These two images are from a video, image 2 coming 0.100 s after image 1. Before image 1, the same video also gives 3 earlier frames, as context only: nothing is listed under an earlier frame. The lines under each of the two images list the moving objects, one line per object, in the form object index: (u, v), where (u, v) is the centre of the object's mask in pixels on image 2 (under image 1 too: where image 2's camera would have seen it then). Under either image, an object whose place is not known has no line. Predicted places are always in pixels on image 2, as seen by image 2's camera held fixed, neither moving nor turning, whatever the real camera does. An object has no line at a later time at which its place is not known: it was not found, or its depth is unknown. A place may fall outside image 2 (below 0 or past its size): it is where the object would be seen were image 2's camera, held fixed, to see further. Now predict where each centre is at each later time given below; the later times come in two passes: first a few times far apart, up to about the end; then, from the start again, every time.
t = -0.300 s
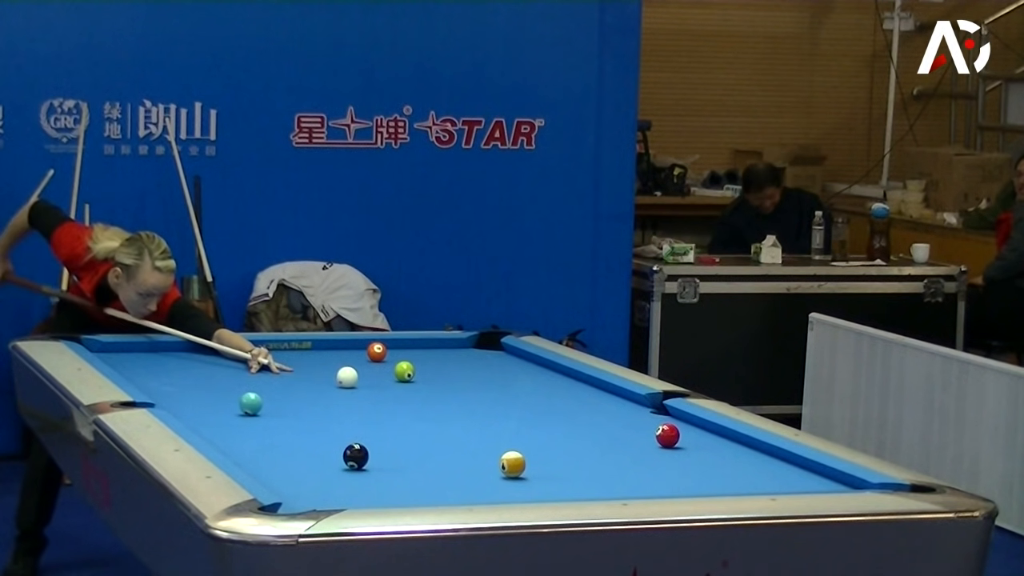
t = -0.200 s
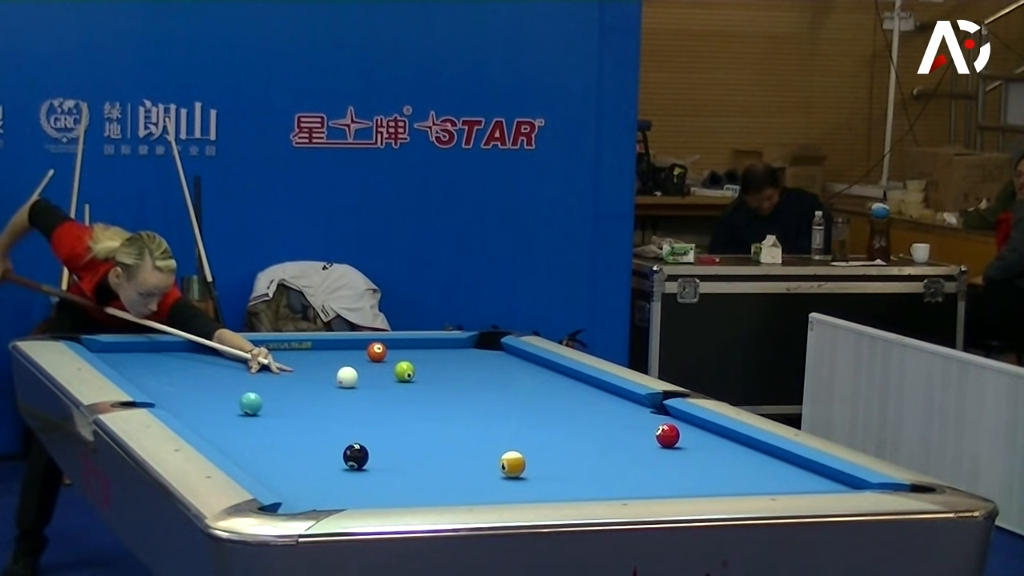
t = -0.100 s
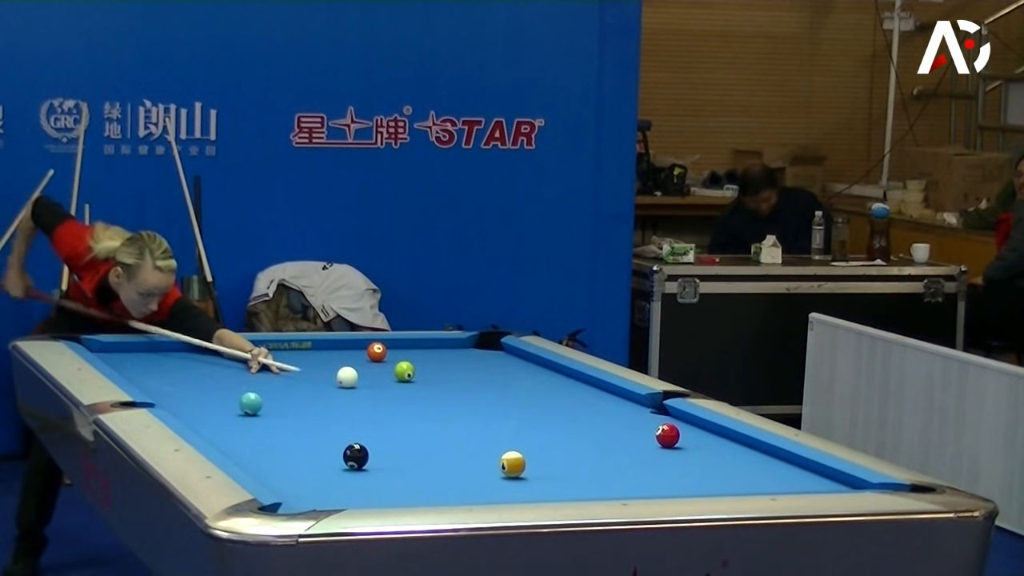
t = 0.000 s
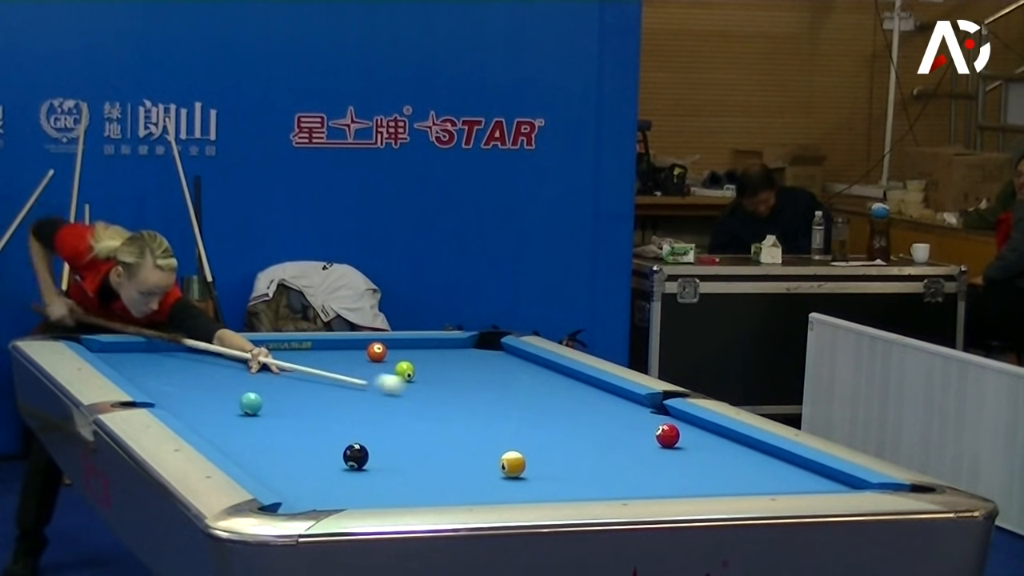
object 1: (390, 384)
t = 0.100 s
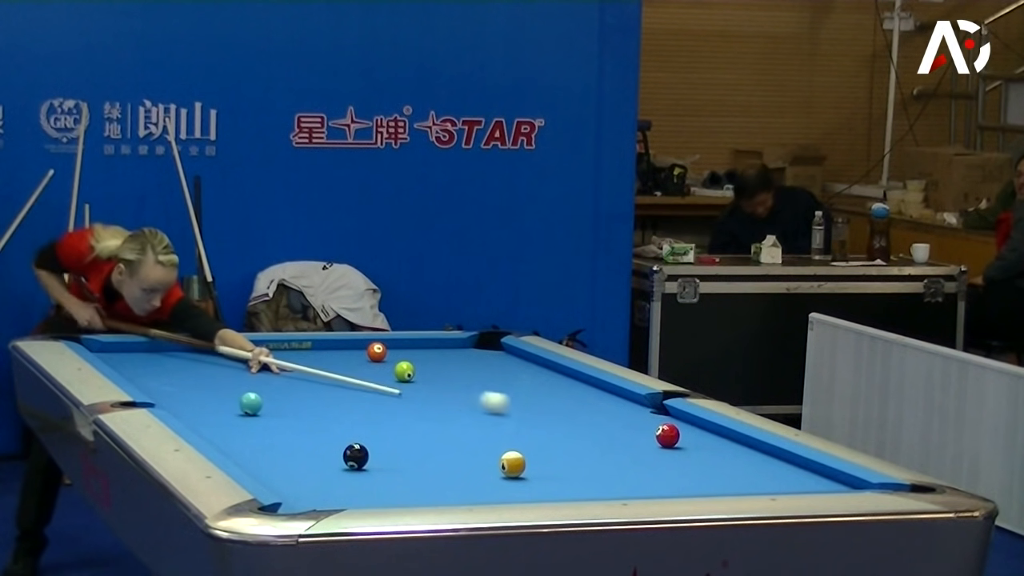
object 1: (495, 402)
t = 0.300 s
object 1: (672, 431)
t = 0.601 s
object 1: (685, 426)
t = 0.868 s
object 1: (642, 422)
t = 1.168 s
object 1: (599, 417)
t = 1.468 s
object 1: (557, 412)
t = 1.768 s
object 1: (520, 409)
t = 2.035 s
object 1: (490, 405)
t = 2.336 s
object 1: (458, 402)
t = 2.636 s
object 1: (430, 399)
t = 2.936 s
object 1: (404, 396)
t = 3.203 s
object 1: (383, 394)
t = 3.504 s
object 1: (363, 391)
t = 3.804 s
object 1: (344, 389)
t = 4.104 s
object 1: (327, 387)
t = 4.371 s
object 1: (314, 385)
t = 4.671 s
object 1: (302, 384)
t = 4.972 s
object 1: (291, 382)
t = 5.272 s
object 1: (282, 381)
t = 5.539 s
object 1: (275, 380)
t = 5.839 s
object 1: (270, 379)
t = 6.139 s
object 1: (266, 379)
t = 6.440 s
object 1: (264, 378)
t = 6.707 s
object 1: (265, 378)
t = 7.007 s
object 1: (264, 378)
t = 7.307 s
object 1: (264, 378)
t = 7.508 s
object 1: (265, 378)
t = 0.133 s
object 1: (530, 408)
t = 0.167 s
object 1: (565, 415)
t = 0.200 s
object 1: (601, 421)
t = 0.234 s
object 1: (637, 428)
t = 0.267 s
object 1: (661, 431)
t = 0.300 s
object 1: (672, 431)
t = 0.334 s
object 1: (683, 430)
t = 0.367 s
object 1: (692, 430)
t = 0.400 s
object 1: (701, 430)
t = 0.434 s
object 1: (708, 429)
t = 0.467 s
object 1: (710, 428)
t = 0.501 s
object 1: (703, 428)
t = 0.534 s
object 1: (696, 427)
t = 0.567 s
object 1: (691, 427)
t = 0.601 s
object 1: (685, 426)
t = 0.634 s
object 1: (680, 425)
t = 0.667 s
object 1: (674, 425)
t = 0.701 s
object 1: (668, 424)
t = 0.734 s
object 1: (663, 424)
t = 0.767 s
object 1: (658, 423)
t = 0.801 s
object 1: (653, 423)
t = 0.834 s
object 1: (648, 422)
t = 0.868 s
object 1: (642, 422)
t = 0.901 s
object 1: (637, 421)
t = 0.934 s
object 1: (632, 420)
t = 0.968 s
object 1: (627, 420)
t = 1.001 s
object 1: (622, 420)
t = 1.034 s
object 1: (617, 419)
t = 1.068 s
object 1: (612, 418)
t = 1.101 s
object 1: (607, 418)
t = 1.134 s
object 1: (603, 417)
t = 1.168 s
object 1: (599, 417)
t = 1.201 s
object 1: (593, 416)
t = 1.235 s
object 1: (589, 416)
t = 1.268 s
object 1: (584, 415)
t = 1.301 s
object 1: (579, 415)
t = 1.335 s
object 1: (575, 415)
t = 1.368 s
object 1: (571, 414)
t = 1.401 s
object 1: (566, 413)
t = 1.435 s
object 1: (562, 413)
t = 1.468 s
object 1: (557, 412)
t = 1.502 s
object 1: (553, 412)
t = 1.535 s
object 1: (549, 411)
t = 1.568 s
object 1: (545, 411)
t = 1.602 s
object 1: (541, 411)
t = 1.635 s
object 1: (536, 410)
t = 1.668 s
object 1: (532, 410)
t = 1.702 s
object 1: (528, 410)
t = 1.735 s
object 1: (524, 409)
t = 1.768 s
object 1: (520, 409)
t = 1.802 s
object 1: (516, 408)
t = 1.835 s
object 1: (512, 408)
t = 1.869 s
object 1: (509, 407)
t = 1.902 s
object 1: (505, 407)
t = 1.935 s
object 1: (501, 406)
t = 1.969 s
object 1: (497, 406)
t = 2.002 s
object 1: (494, 406)
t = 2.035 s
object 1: (490, 405)
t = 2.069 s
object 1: (486, 405)
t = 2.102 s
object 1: (483, 404)
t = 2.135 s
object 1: (479, 404)
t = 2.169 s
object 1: (475, 404)
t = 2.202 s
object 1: (472, 403)
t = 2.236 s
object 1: (468, 403)
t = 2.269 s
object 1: (465, 402)
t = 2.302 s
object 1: (461, 402)
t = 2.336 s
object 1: (458, 402)
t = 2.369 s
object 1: (455, 402)
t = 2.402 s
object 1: (452, 401)
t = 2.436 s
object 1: (449, 401)
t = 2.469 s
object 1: (445, 401)
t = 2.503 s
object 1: (442, 400)
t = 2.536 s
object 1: (439, 400)
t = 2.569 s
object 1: (436, 399)
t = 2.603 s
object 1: (433, 399)
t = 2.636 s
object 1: (430, 399)
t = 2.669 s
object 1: (427, 398)
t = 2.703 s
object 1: (424, 398)
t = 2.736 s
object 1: (421, 398)
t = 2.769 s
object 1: (418, 397)
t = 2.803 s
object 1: (415, 397)
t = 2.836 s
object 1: (412, 397)
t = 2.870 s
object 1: (410, 396)
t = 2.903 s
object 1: (407, 396)
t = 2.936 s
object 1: (404, 396)
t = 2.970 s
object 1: (401, 396)
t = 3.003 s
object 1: (398, 395)
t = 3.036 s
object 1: (396, 395)
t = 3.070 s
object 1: (393, 395)
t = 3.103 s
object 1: (391, 394)
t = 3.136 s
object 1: (388, 394)
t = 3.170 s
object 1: (386, 394)
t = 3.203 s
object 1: (383, 394)
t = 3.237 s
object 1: (381, 393)
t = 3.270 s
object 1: (378, 393)
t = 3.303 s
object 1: (376, 393)
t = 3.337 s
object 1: (374, 392)
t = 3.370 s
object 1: (372, 392)
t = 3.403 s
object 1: (369, 392)
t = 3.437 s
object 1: (367, 391)
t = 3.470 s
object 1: (365, 391)
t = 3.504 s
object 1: (363, 391)
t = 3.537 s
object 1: (360, 390)
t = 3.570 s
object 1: (358, 390)
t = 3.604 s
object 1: (356, 390)
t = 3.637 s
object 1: (354, 390)
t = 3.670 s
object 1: (352, 390)
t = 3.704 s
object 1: (349, 390)
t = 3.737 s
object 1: (348, 389)
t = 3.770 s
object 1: (345, 389)
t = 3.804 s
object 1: (344, 389)
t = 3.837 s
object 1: (342, 389)
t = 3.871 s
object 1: (340, 388)
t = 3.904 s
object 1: (338, 388)
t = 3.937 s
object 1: (336, 388)
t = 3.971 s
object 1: (334, 388)
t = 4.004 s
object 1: (332, 388)
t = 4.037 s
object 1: (330, 387)
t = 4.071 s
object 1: (329, 387)
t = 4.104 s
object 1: (327, 387)
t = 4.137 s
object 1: (325, 387)
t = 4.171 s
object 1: (324, 386)
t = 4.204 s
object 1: (322, 386)
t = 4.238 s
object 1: (320, 386)
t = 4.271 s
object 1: (319, 386)
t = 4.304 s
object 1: (317, 386)
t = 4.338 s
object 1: (316, 385)
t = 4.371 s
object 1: (314, 385)
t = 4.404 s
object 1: (312, 385)
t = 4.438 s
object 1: (311, 385)
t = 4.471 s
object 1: (310, 385)
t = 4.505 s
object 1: (308, 384)
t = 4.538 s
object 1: (307, 384)
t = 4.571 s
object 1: (305, 384)
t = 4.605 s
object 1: (304, 384)
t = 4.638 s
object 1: (303, 384)
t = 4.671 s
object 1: (302, 384)
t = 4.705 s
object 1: (300, 383)
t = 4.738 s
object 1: (299, 383)
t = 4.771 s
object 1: (298, 383)
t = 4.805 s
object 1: (296, 383)
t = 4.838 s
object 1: (295, 383)
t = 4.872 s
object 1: (294, 383)
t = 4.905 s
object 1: (293, 383)
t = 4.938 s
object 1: (292, 382)
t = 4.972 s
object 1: (291, 382)
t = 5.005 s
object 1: (289, 382)
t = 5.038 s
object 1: (288, 382)
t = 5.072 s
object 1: (287, 382)
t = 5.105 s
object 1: (287, 382)
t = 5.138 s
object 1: (285, 382)
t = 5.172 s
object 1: (285, 381)
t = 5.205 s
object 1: (283, 381)
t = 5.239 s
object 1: (282, 381)
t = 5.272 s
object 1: (282, 381)
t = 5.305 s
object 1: (281, 381)
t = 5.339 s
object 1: (280, 381)
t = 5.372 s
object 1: (279, 381)
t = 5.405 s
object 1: (278, 381)
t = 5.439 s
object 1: (277, 381)
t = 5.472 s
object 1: (277, 380)
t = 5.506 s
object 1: (276, 380)
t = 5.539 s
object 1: (275, 380)
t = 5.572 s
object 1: (274, 380)
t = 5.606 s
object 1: (274, 380)
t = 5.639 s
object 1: (273, 380)
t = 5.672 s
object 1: (272, 380)
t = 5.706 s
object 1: (272, 380)
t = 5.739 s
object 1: (271, 379)
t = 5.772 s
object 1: (271, 379)
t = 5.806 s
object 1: (270, 379)
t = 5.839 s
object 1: (270, 379)
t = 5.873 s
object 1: (269, 379)
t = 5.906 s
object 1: (269, 379)
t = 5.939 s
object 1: (268, 379)
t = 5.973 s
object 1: (268, 379)
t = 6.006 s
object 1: (268, 379)
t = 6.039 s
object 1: (267, 379)
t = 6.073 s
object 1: (267, 379)
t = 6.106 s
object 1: (266, 379)
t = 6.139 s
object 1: (266, 379)
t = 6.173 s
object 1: (266, 379)
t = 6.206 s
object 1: (266, 379)
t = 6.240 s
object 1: (265, 379)
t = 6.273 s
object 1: (265, 378)
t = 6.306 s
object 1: (265, 378)
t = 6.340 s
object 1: (265, 378)
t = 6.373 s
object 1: (264, 378)
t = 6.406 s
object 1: (265, 378)
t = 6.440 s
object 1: (264, 378)
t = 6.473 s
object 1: (264, 378)
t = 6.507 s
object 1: (264, 378)
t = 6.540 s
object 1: (264, 378)
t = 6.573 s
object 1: (264, 378)
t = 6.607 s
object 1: (264, 378)
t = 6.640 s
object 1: (264, 378)
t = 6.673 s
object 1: (264, 378)
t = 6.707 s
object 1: (265, 378)
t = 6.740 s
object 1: (265, 378)
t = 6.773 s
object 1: (264, 378)
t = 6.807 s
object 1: (265, 378)
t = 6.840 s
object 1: (265, 378)
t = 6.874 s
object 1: (265, 378)
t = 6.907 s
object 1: (265, 378)
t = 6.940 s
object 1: (265, 378)
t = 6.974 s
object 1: (265, 378)
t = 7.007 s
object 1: (264, 378)
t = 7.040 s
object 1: (265, 378)
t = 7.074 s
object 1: (265, 378)
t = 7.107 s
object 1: (264, 378)
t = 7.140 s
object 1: (264, 378)
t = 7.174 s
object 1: (264, 378)
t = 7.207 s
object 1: (264, 378)
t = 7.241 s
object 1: (265, 378)
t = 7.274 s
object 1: (265, 378)
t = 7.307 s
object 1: (264, 378)
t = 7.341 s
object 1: (264, 378)
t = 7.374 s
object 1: (264, 378)
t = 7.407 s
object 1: (265, 378)
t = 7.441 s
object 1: (264, 378)
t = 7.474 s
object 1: (265, 378)
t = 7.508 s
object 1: (265, 378)
